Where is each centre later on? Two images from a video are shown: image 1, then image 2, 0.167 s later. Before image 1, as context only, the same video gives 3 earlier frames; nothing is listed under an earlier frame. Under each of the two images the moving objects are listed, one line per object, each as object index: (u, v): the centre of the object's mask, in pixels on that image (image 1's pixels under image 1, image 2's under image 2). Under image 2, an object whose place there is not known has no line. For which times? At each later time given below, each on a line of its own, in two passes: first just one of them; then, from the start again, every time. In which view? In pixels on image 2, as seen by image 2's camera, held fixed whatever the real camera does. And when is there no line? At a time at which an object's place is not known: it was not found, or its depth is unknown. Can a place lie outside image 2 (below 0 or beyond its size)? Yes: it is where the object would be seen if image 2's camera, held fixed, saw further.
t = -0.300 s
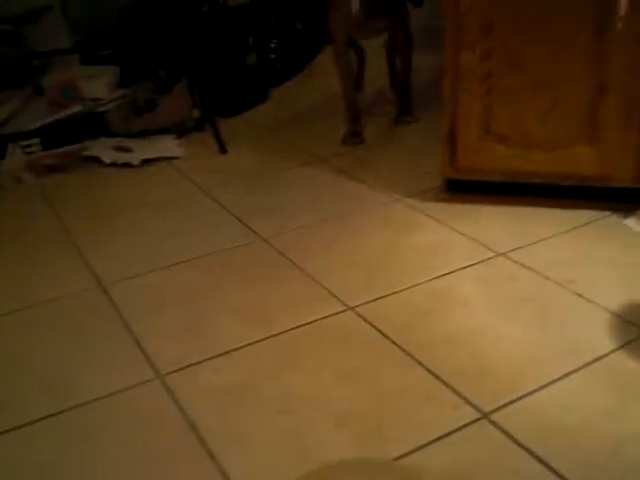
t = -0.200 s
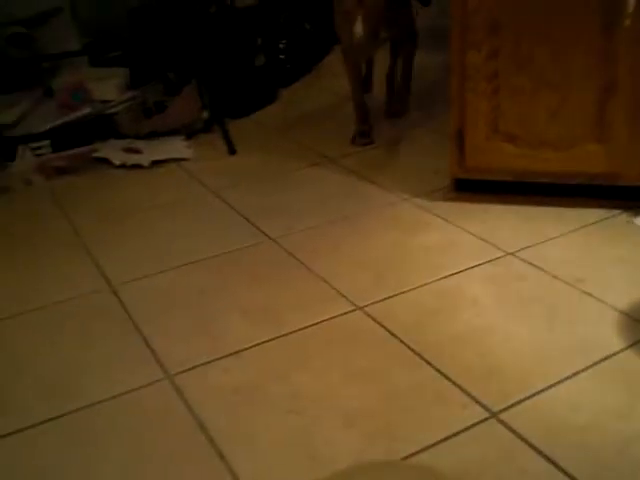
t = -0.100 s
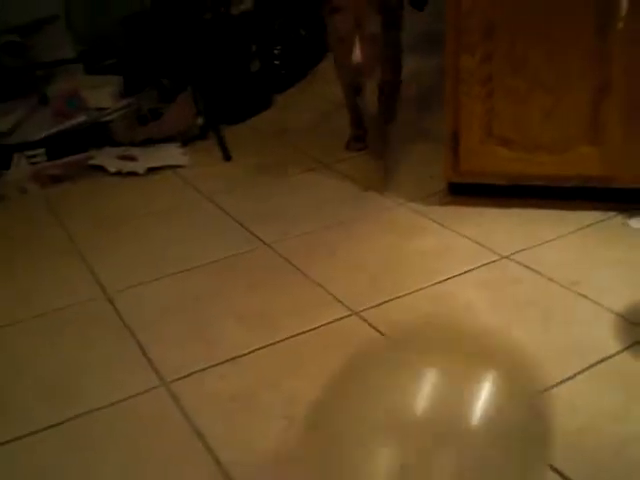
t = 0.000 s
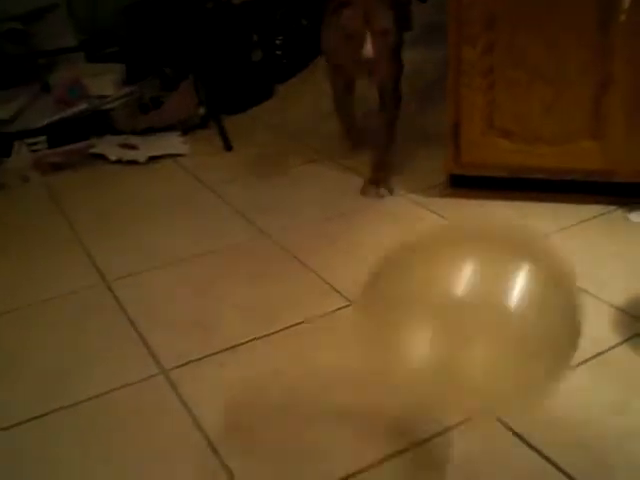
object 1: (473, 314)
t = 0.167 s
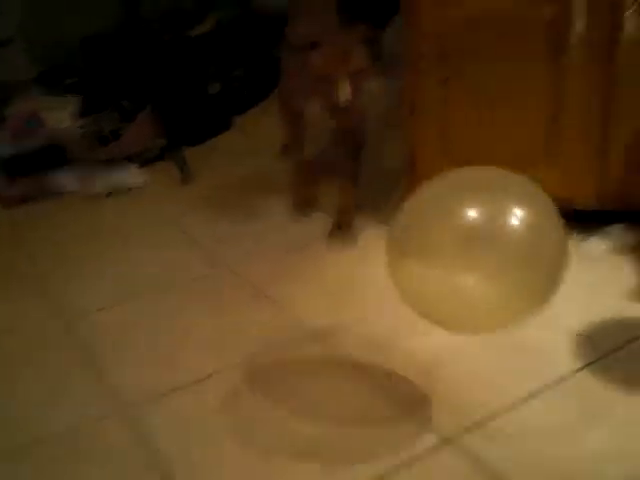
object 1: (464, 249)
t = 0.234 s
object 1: (478, 228)
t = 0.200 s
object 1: (466, 237)
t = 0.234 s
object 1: (478, 228)
